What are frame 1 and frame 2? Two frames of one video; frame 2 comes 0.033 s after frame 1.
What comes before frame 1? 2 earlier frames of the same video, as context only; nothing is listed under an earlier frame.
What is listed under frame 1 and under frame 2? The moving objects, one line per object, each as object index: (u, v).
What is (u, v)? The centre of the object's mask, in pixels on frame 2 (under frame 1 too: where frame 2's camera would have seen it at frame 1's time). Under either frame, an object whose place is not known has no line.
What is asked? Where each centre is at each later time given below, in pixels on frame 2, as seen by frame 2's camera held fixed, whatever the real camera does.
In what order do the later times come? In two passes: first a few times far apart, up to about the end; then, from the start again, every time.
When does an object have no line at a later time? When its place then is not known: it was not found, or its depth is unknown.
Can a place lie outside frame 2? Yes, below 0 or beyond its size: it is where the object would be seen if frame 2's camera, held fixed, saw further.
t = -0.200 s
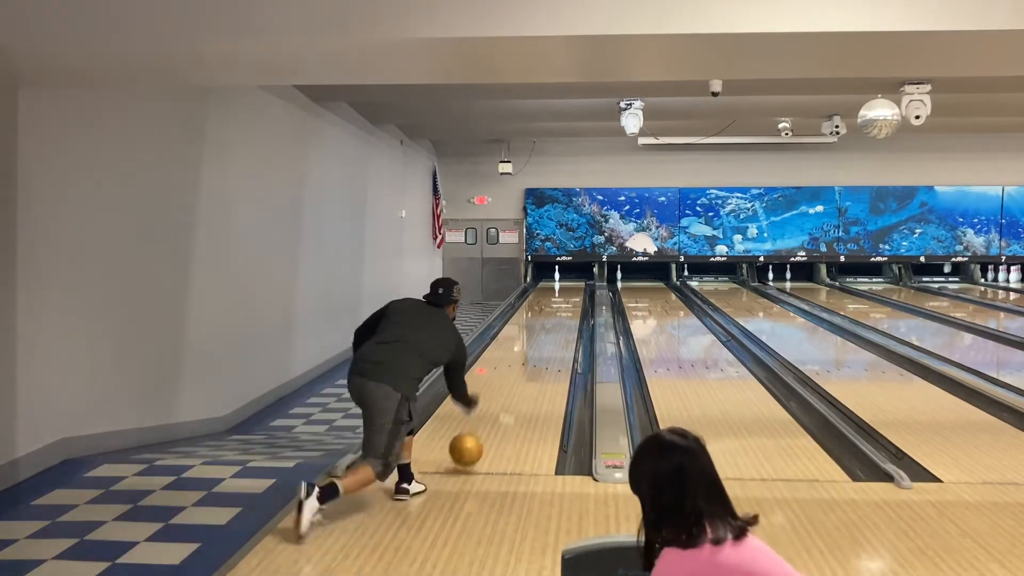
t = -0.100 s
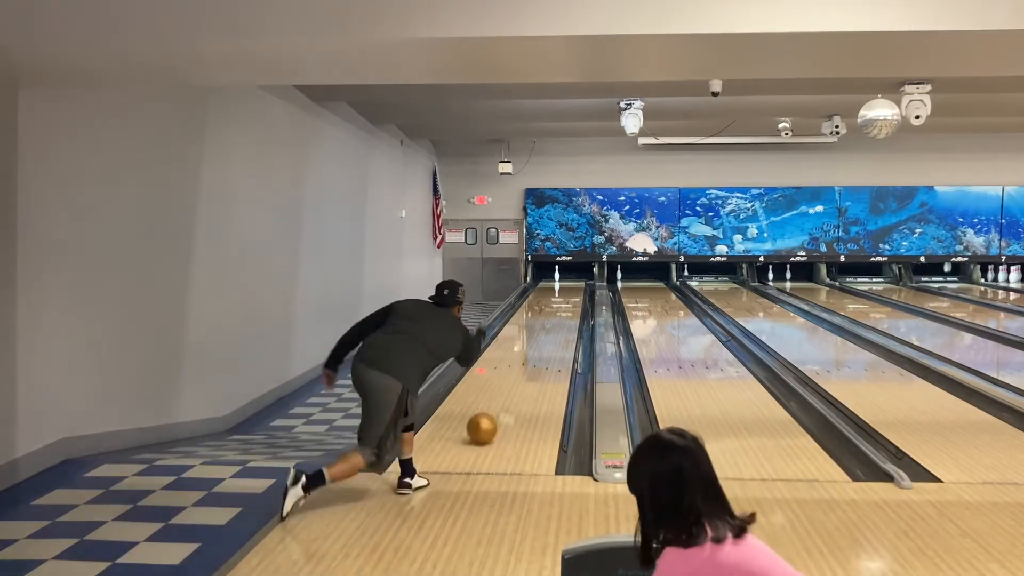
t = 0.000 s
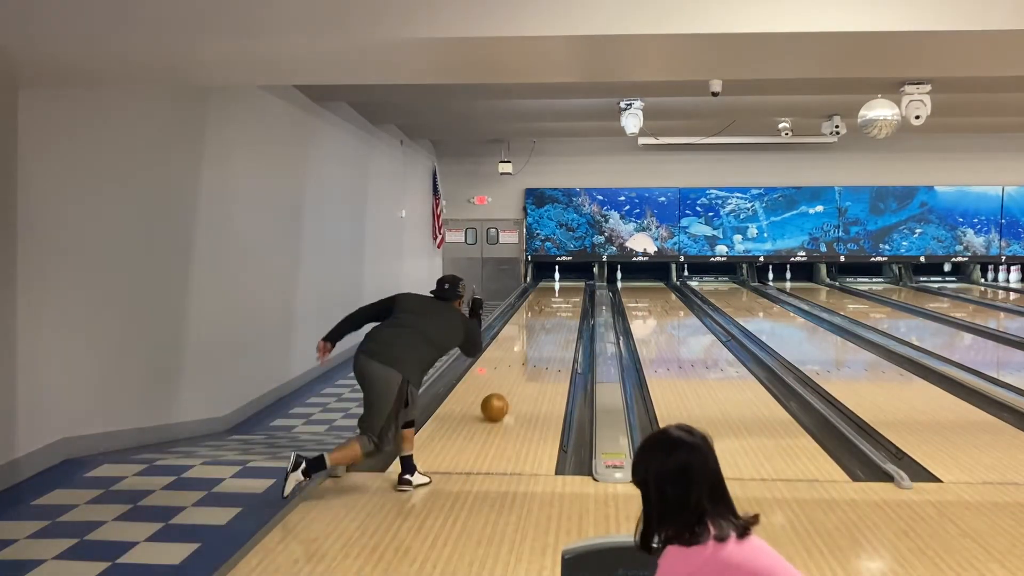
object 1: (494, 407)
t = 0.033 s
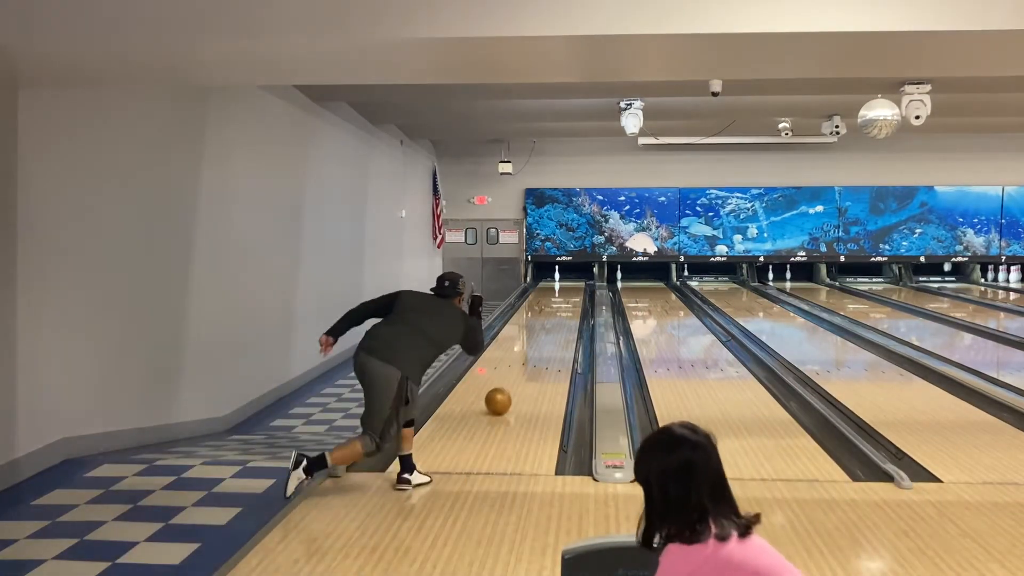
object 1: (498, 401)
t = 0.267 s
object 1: (518, 366)
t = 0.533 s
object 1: (533, 341)
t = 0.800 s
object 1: (543, 323)
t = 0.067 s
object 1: (502, 395)
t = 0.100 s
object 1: (505, 389)
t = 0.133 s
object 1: (508, 384)
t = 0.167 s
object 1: (511, 379)
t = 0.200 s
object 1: (513, 375)
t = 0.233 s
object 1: (516, 370)
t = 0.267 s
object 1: (518, 366)
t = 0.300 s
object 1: (520, 362)
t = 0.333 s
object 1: (522, 359)
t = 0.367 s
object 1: (524, 355)
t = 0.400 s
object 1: (526, 352)
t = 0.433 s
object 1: (528, 349)
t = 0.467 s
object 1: (530, 346)
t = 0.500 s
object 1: (531, 344)
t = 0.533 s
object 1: (533, 341)
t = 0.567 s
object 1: (535, 338)
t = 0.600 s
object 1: (536, 335)
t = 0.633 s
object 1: (537, 333)
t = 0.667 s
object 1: (538, 331)
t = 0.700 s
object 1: (540, 328)
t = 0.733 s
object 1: (541, 327)
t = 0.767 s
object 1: (542, 325)
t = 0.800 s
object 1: (543, 323)
